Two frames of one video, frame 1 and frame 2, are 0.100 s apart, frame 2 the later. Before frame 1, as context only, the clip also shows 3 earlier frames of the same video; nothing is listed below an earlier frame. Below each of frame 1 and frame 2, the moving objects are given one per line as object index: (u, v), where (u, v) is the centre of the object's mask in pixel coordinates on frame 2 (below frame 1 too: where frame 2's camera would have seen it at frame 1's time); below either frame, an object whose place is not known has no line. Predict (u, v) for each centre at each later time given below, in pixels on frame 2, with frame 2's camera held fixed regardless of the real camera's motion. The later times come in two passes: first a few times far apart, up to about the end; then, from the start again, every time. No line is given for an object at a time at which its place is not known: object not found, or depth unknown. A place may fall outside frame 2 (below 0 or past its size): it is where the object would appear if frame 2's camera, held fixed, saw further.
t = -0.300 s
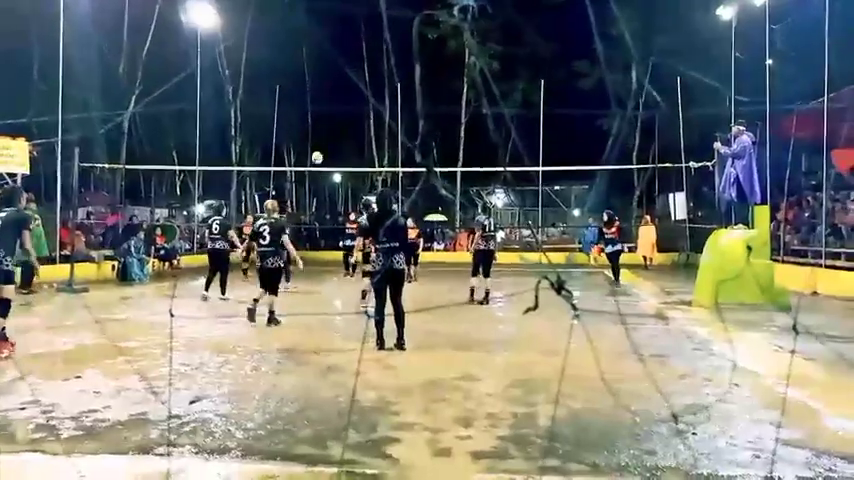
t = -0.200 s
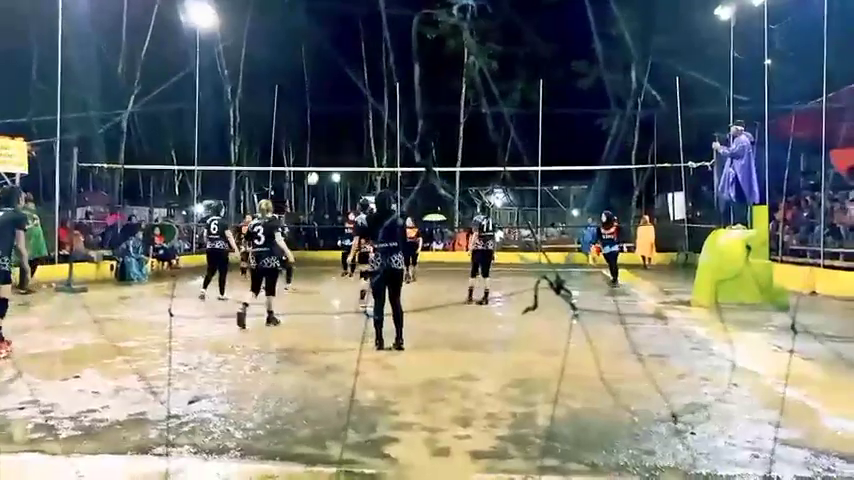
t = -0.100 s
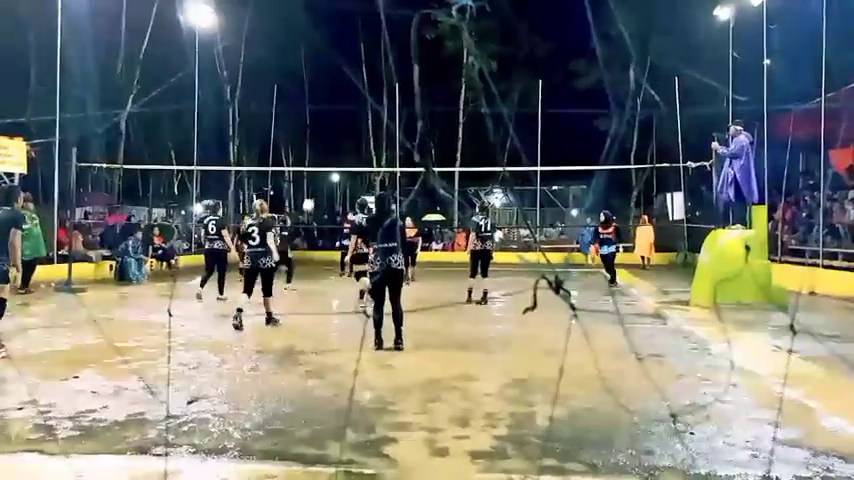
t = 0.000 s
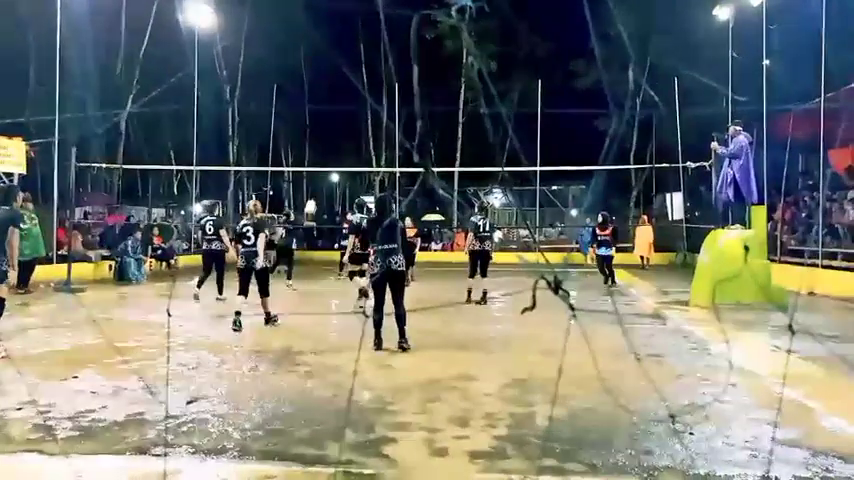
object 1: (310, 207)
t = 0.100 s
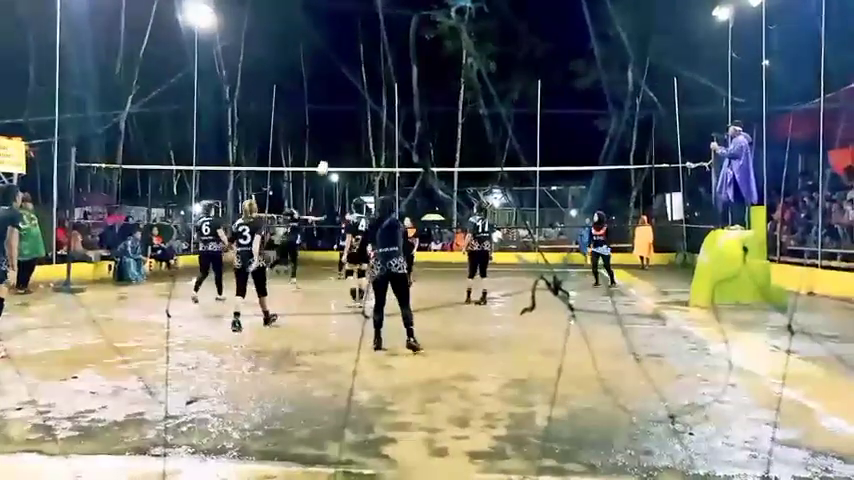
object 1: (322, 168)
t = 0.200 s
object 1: (335, 134)
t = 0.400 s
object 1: (360, 81)
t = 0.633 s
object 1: (389, 46)
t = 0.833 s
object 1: (414, 40)
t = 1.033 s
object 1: (439, 56)
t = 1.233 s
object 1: (464, 93)
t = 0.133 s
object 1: (326, 156)
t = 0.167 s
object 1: (330, 144)
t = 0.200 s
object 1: (335, 134)
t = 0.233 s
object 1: (339, 123)
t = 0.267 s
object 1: (343, 113)
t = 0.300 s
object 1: (347, 104)
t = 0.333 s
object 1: (351, 96)
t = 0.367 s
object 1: (355, 88)
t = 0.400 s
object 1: (360, 81)
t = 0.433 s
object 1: (364, 74)
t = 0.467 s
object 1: (368, 68)
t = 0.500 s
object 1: (372, 62)
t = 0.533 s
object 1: (376, 57)
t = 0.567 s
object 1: (381, 53)
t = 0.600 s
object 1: (385, 49)
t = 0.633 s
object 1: (389, 46)
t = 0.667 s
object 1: (393, 44)
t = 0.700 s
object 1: (397, 42)
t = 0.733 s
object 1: (402, 41)
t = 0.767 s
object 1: (406, 40)
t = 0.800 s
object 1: (410, 40)
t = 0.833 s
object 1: (414, 40)
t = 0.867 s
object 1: (419, 41)
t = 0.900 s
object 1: (423, 43)
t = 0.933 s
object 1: (427, 45)
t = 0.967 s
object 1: (431, 48)
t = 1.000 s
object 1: (435, 52)
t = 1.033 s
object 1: (439, 56)
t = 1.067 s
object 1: (443, 61)
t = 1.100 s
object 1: (447, 66)
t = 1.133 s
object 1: (451, 72)
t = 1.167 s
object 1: (456, 79)
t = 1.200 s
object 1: (459, 85)
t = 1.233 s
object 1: (464, 93)
